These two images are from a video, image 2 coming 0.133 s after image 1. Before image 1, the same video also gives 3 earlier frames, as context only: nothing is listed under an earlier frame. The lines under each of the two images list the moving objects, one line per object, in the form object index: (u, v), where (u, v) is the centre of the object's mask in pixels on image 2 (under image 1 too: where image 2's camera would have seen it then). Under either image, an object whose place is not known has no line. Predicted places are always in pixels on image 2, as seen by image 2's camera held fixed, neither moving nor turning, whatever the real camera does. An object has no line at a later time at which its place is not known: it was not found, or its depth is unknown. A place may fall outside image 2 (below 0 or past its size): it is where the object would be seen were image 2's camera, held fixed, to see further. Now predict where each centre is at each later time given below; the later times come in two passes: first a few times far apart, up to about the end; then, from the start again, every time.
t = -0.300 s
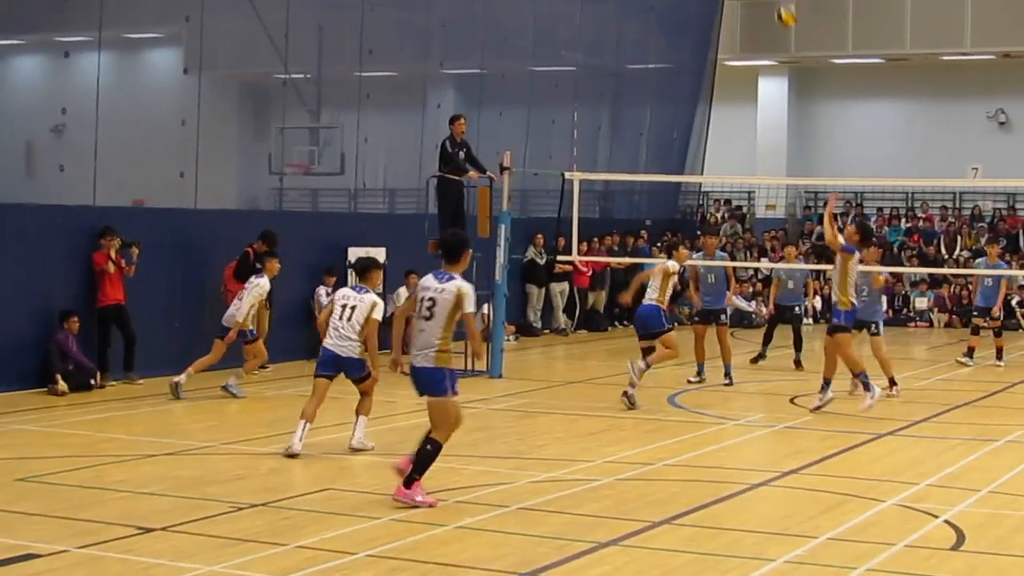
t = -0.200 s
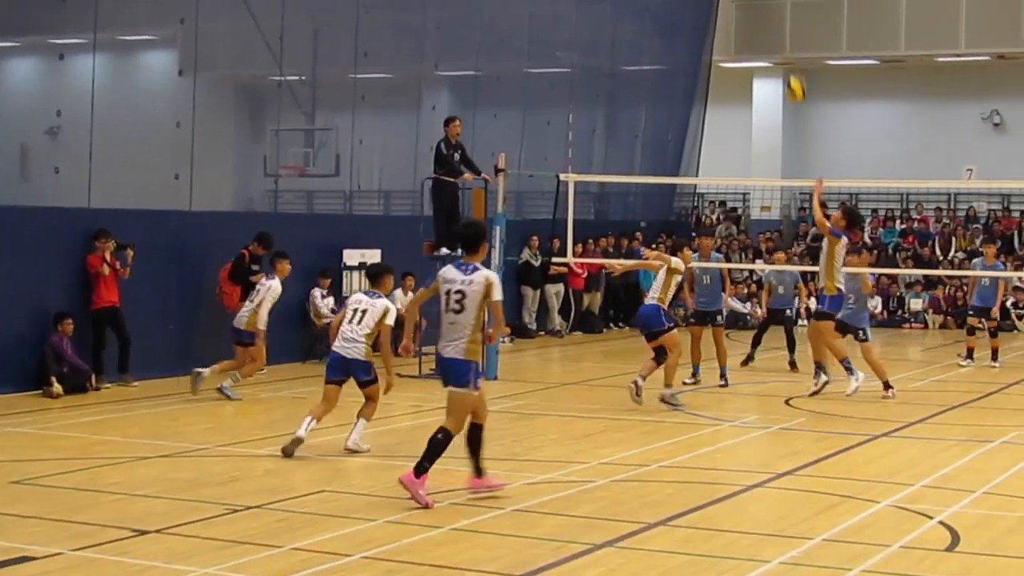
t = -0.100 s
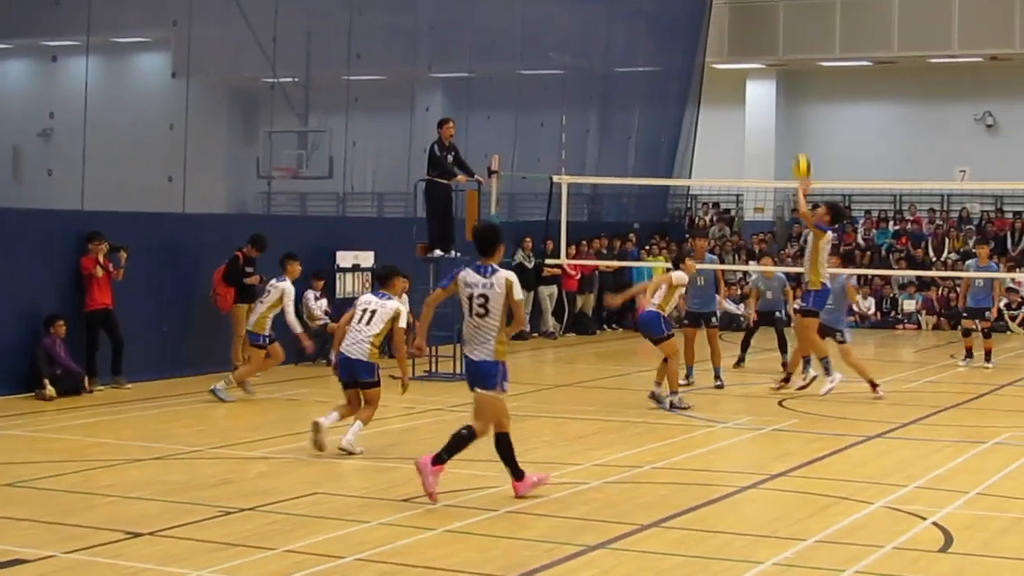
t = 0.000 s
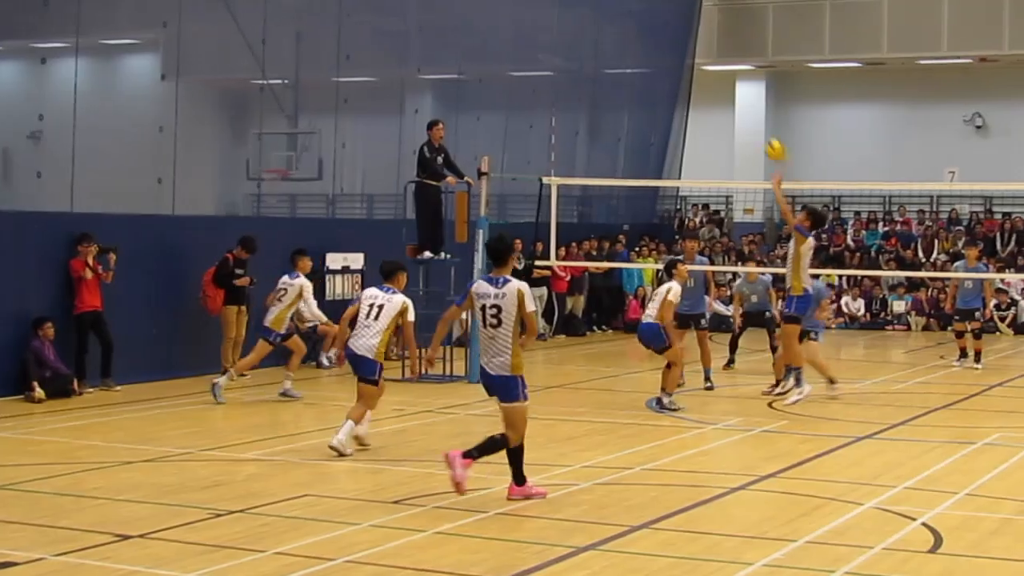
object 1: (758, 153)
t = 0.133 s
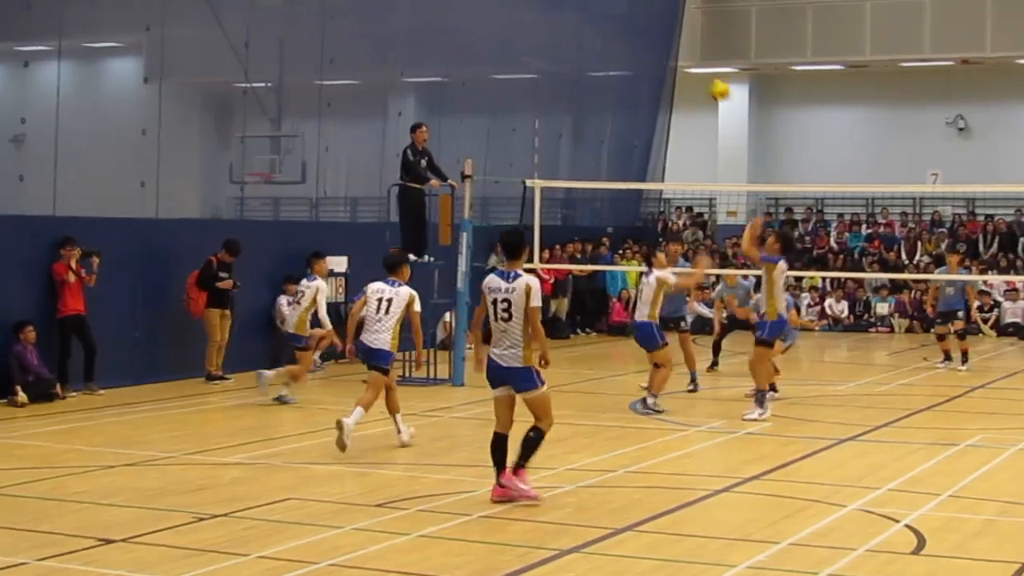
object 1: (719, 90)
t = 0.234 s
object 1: (693, 56)
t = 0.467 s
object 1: (629, 17)
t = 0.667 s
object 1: (578, 25)
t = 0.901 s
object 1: (522, 81)
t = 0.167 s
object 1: (711, 79)
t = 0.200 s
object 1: (702, 66)
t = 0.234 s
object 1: (693, 56)
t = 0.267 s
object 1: (683, 47)
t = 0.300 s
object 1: (674, 39)
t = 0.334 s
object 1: (665, 33)
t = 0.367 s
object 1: (656, 27)
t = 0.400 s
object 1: (647, 22)
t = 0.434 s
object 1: (638, 19)
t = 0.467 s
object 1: (629, 17)
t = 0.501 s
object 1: (621, 16)
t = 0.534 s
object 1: (612, 16)
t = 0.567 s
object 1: (603, 17)
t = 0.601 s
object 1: (595, 18)
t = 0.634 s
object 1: (586, 22)
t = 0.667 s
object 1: (578, 25)
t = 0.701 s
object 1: (570, 31)
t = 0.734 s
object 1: (562, 37)
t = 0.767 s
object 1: (553, 44)
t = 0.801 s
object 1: (545, 52)
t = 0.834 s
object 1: (537, 61)
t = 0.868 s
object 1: (529, 70)
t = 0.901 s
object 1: (522, 81)
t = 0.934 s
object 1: (513, 93)
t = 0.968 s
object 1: (506, 106)
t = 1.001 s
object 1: (499, 119)
